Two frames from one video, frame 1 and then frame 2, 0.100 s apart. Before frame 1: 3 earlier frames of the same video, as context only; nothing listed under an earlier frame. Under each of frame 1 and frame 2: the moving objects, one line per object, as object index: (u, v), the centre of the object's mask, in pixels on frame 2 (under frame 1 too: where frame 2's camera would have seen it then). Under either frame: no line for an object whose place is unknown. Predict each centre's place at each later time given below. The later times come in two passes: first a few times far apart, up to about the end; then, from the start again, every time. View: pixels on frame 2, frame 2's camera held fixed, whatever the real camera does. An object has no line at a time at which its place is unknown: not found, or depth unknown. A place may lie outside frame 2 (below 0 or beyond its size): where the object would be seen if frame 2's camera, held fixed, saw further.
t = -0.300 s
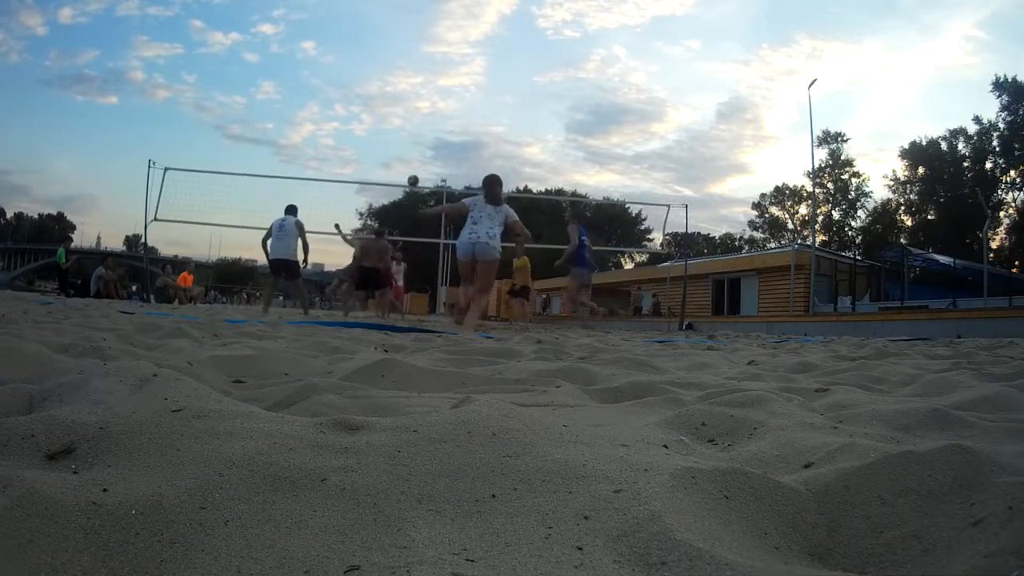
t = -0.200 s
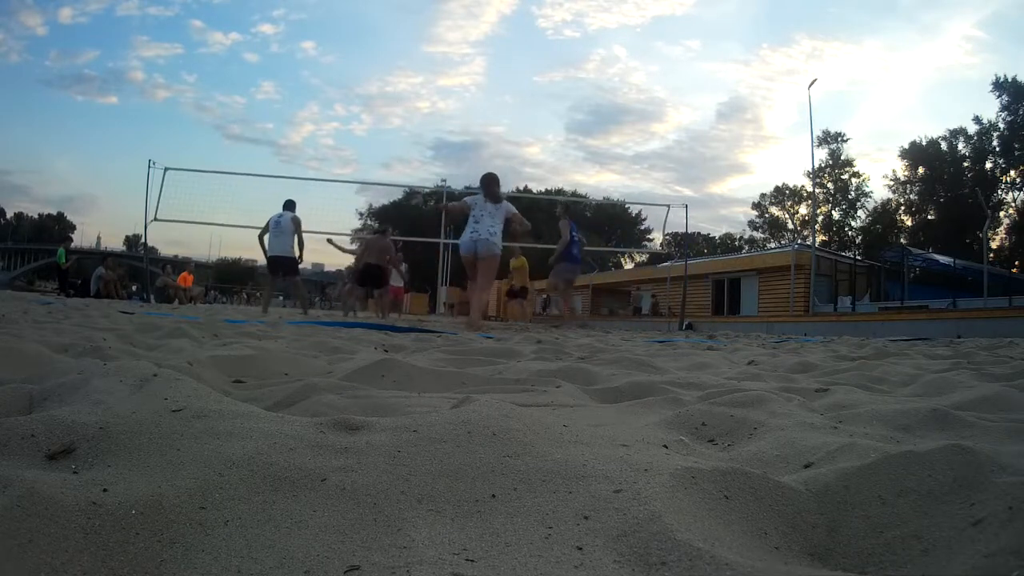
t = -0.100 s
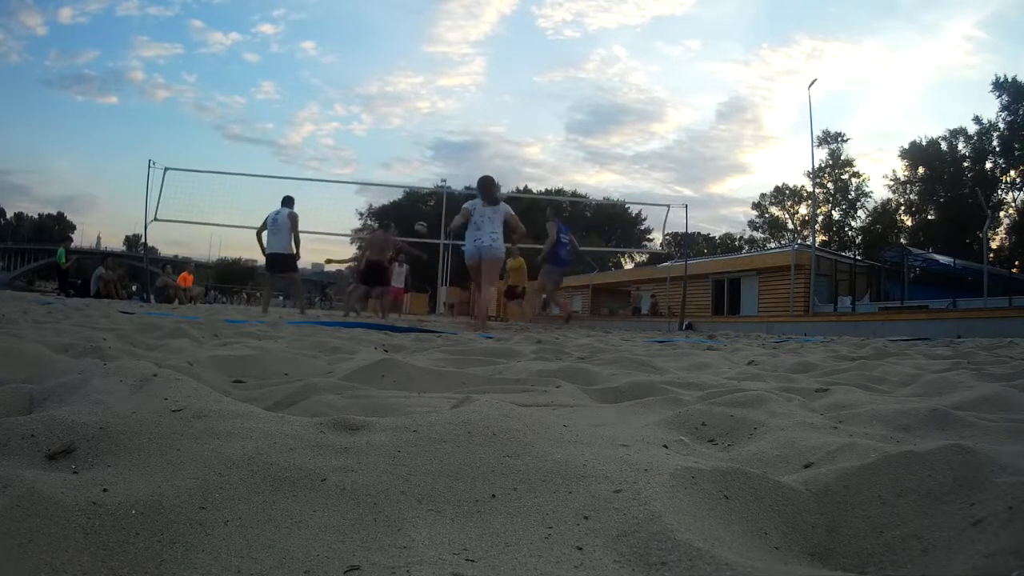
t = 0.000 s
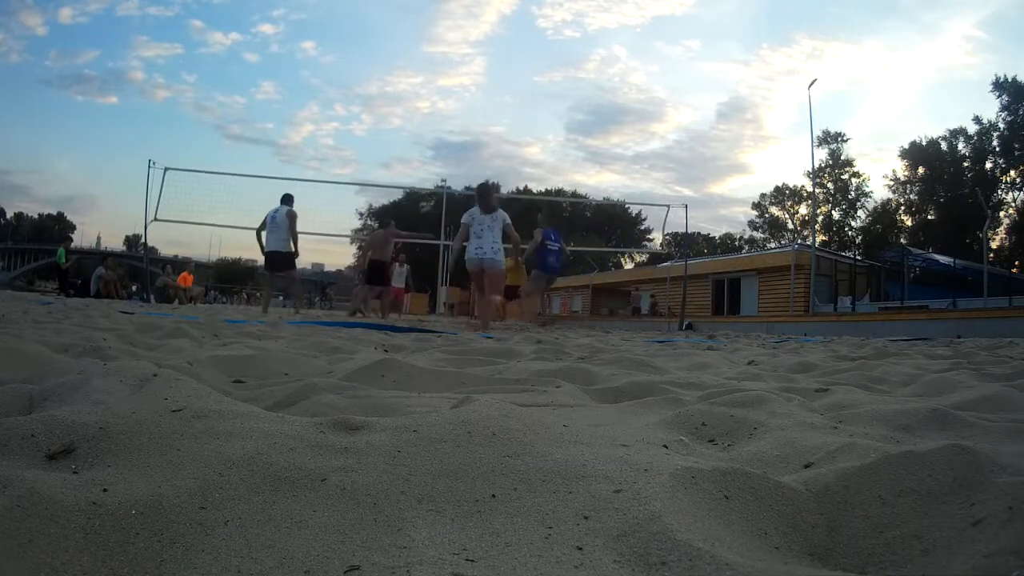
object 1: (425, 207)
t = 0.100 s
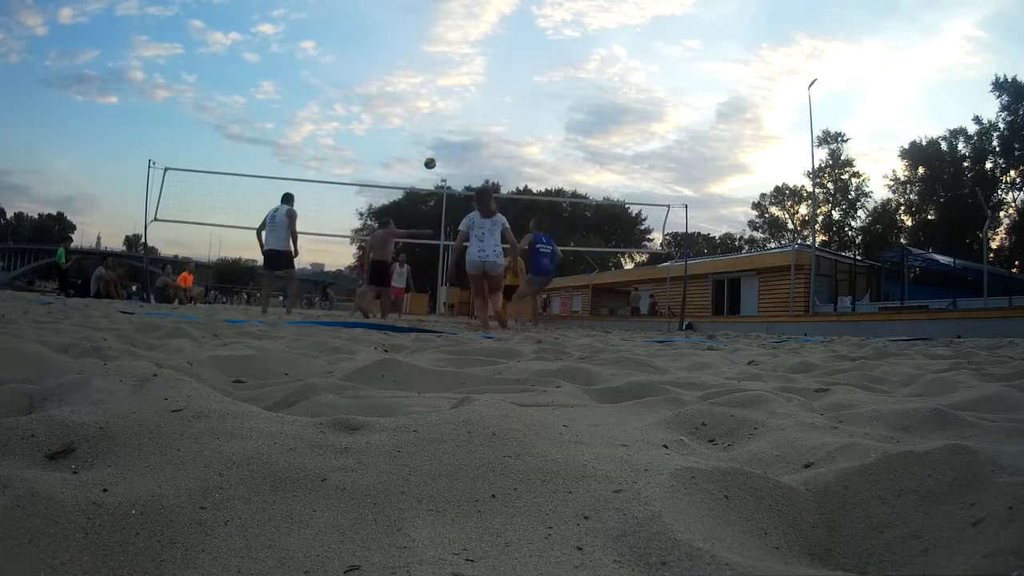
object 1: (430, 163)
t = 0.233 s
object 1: (435, 115)
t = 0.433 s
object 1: (440, 63)
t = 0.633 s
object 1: (443, 34)
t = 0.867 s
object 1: (444, 25)
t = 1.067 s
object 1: (441, 37)
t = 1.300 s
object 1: (436, 78)
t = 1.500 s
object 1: (429, 138)
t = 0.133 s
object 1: (431, 150)
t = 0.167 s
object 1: (433, 137)
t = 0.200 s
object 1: (434, 126)
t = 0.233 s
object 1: (435, 115)
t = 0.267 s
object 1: (436, 104)
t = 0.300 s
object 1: (437, 95)
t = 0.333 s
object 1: (438, 86)
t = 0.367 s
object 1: (439, 78)
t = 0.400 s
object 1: (440, 70)
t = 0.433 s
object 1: (440, 63)
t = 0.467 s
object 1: (441, 57)
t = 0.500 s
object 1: (442, 51)
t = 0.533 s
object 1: (442, 46)
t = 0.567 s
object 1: (442, 41)
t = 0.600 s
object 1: (443, 38)
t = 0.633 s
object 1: (443, 34)
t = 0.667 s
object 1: (443, 31)
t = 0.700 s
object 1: (444, 29)
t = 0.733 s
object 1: (444, 27)
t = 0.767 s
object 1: (444, 25)
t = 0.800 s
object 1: (444, 25)
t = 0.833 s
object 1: (444, 24)
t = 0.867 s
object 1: (444, 25)
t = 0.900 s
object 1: (443, 25)
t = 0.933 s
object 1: (443, 27)
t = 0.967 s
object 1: (443, 28)
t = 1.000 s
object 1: (442, 31)
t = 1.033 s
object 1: (442, 34)
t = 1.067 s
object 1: (441, 37)
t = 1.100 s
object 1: (441, 41)
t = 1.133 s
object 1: (441, 46)
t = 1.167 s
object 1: (440, 51)
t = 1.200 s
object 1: (439, 57)
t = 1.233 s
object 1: (438, 63)
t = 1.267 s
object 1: (437, 70)
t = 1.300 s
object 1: (436, 78)
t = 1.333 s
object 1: (435, 86)
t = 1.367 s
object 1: (434, 95)
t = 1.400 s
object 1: (433, 105)
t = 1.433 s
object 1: (432, 115)
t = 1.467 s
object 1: (430, 126)
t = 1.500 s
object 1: (429, 138)
